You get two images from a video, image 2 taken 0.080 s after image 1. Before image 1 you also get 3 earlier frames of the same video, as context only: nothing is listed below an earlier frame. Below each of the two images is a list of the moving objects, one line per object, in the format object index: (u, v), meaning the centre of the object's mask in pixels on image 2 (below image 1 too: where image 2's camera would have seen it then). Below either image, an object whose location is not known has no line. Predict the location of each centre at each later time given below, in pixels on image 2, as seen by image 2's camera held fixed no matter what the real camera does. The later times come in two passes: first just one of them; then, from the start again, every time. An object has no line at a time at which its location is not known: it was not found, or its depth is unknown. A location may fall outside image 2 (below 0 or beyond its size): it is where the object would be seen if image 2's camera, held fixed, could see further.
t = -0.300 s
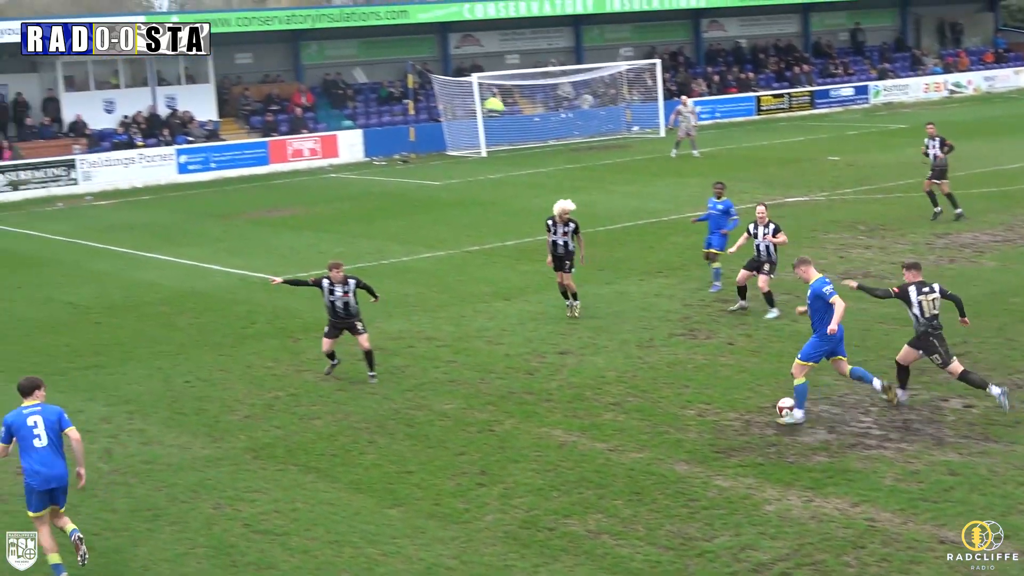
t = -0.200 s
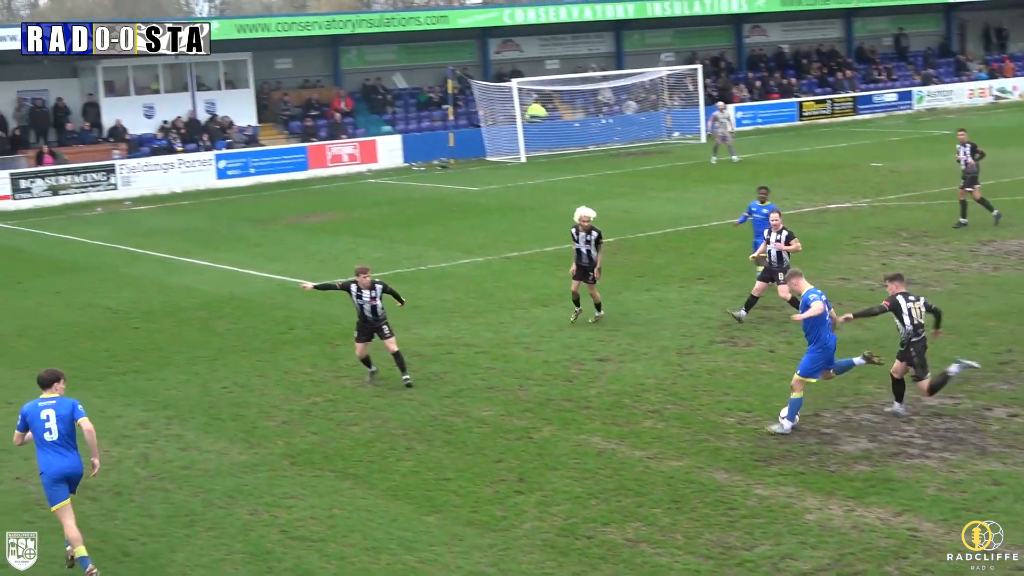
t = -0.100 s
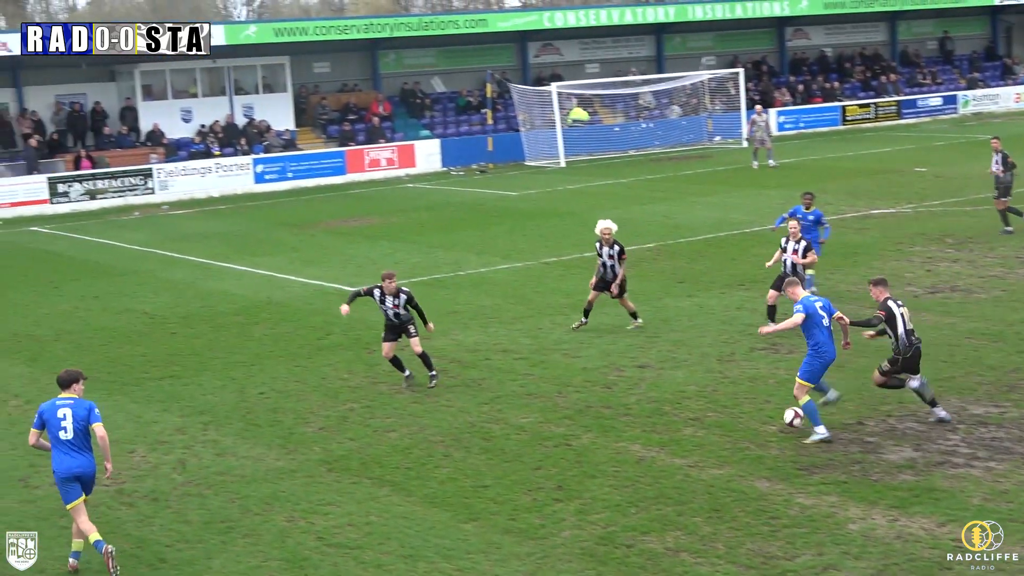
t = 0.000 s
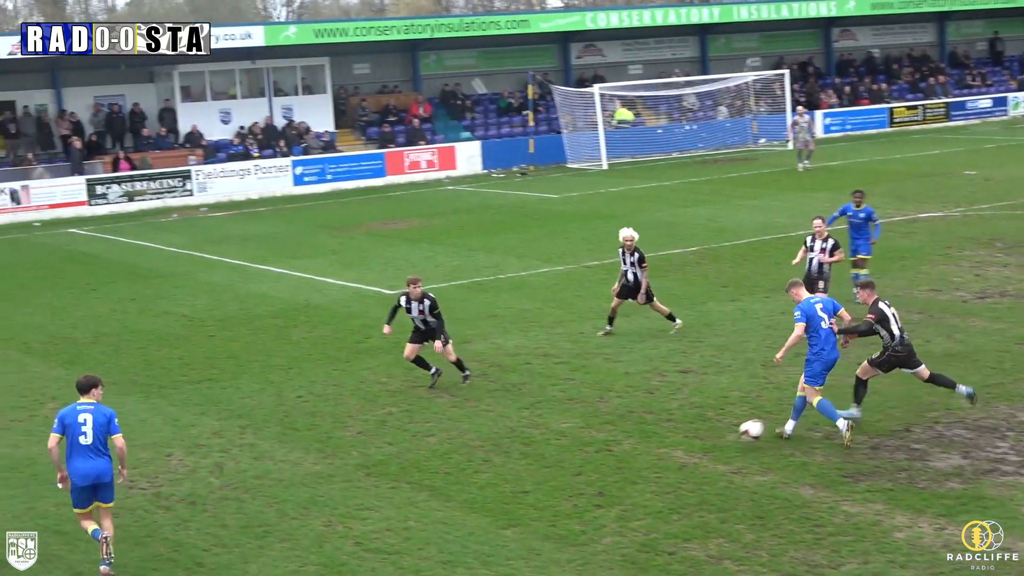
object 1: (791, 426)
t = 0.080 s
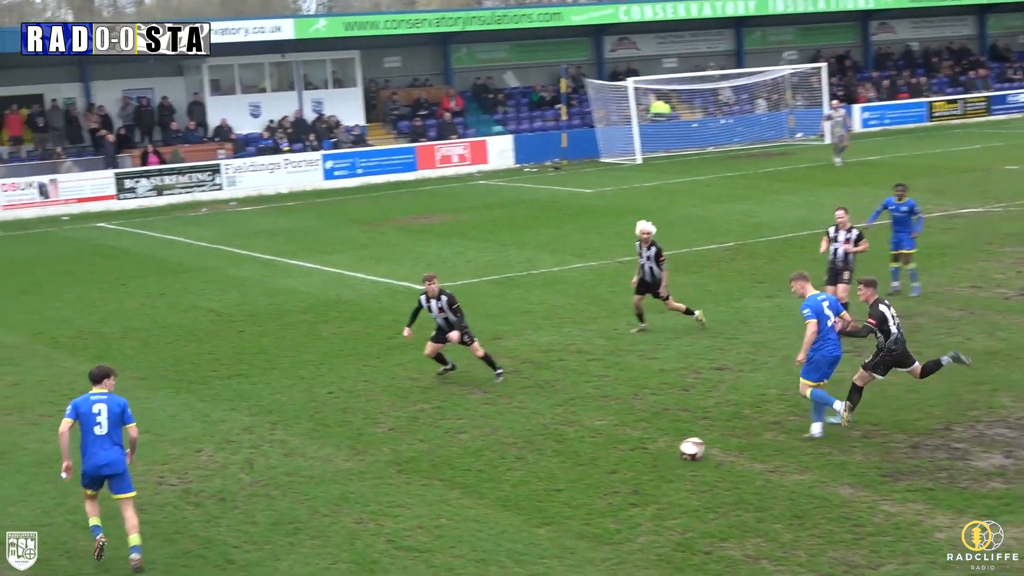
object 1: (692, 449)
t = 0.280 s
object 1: (462, 477)
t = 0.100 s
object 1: (667, 452)
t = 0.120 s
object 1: (644, 452)
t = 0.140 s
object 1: (621, 453)
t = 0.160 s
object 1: (598, 454)
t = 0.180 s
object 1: (575, 457)
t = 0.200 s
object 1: (553, 460)
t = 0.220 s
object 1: (530, 463)
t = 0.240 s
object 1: (508, 467)
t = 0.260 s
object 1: (484, 472)
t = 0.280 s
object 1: (462, 477)
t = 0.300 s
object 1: (438, 480)
